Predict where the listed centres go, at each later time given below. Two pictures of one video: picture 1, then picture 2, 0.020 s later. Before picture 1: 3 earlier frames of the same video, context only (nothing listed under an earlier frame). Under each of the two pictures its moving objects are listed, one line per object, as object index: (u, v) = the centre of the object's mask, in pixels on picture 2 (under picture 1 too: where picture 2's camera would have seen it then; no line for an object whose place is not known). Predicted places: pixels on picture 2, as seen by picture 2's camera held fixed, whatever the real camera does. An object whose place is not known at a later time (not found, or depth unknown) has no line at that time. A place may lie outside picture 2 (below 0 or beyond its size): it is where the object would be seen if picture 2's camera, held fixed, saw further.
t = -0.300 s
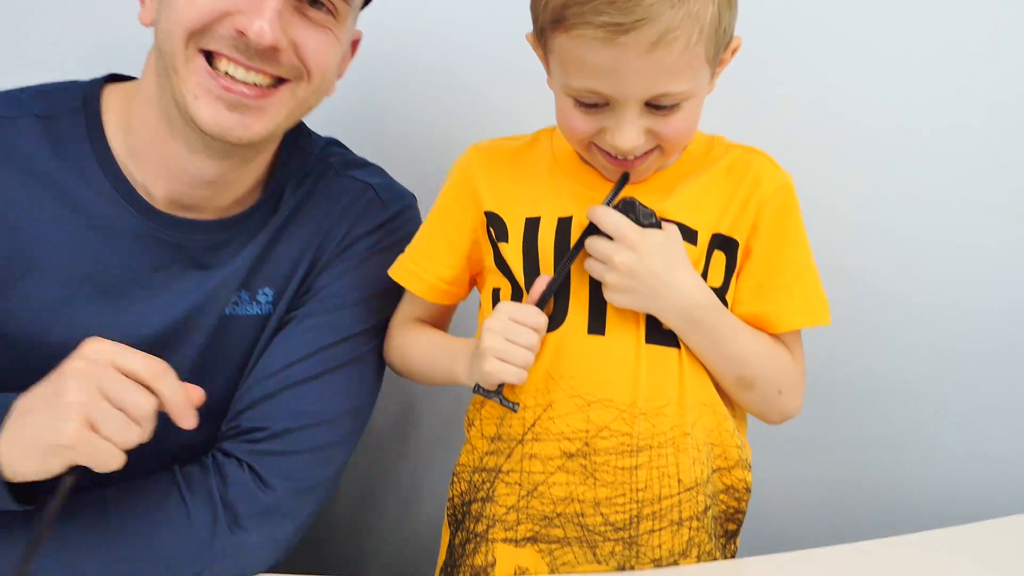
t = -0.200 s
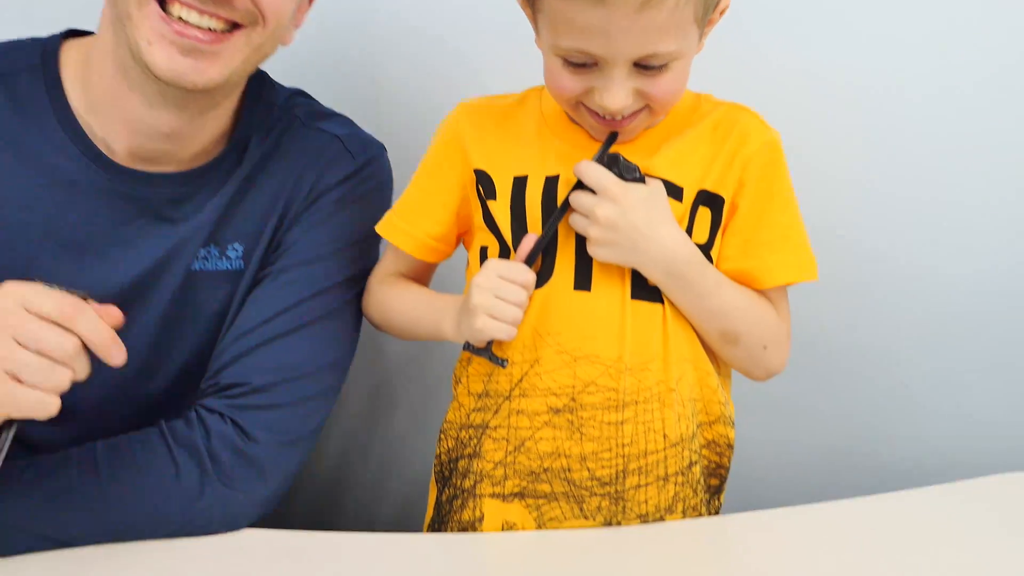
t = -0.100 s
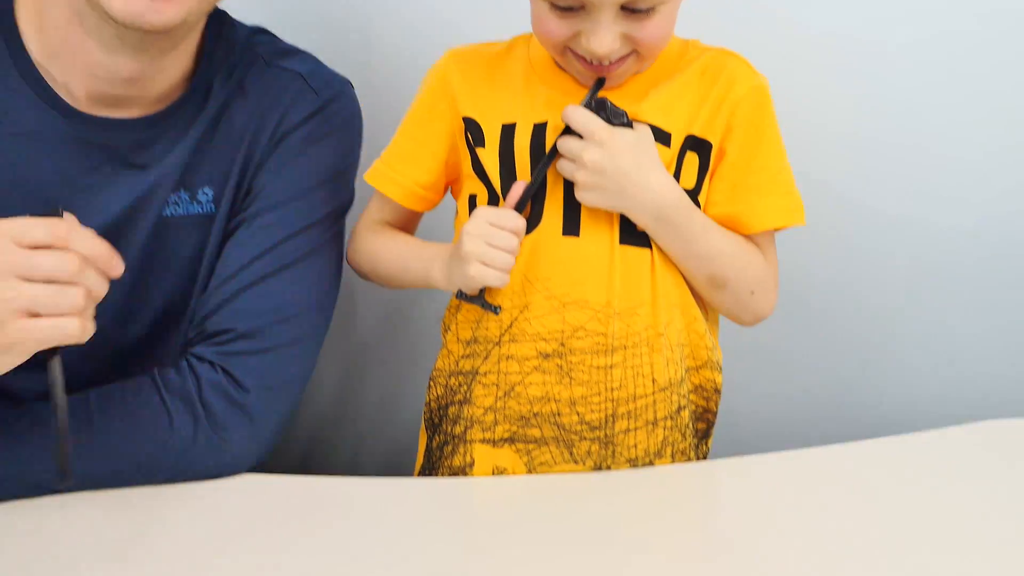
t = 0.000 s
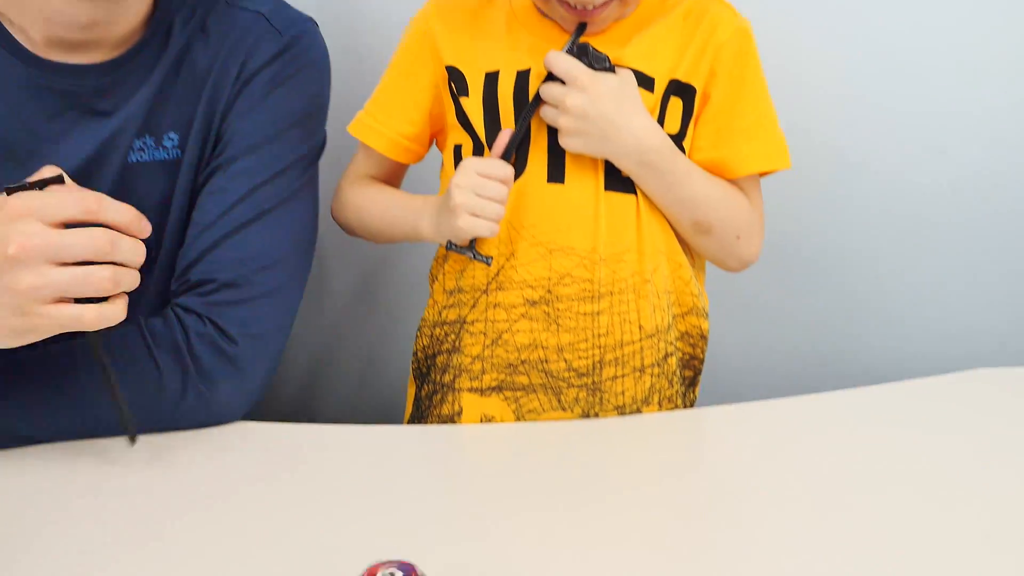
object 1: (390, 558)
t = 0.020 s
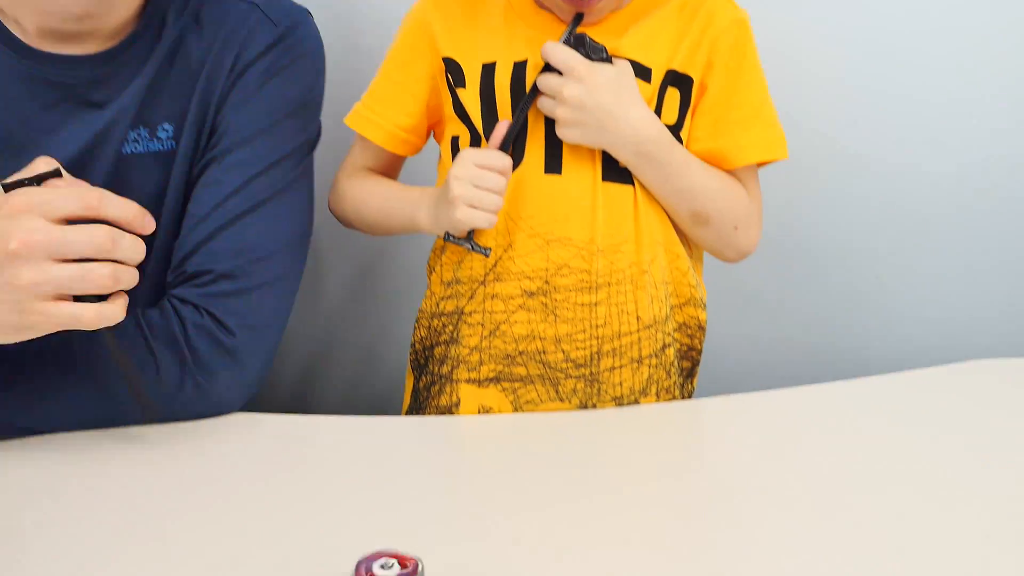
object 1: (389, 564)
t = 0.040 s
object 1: (390, 571)
